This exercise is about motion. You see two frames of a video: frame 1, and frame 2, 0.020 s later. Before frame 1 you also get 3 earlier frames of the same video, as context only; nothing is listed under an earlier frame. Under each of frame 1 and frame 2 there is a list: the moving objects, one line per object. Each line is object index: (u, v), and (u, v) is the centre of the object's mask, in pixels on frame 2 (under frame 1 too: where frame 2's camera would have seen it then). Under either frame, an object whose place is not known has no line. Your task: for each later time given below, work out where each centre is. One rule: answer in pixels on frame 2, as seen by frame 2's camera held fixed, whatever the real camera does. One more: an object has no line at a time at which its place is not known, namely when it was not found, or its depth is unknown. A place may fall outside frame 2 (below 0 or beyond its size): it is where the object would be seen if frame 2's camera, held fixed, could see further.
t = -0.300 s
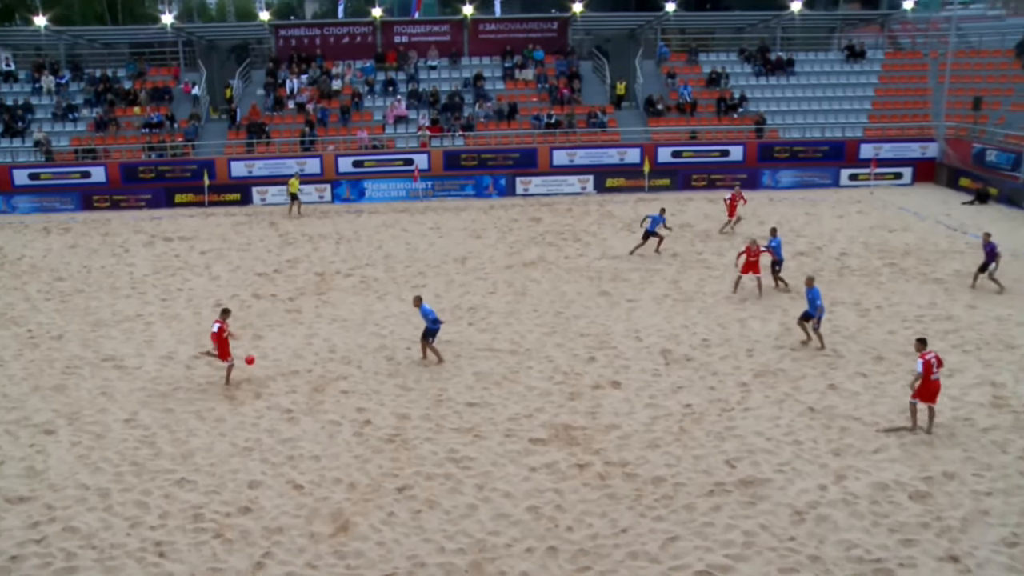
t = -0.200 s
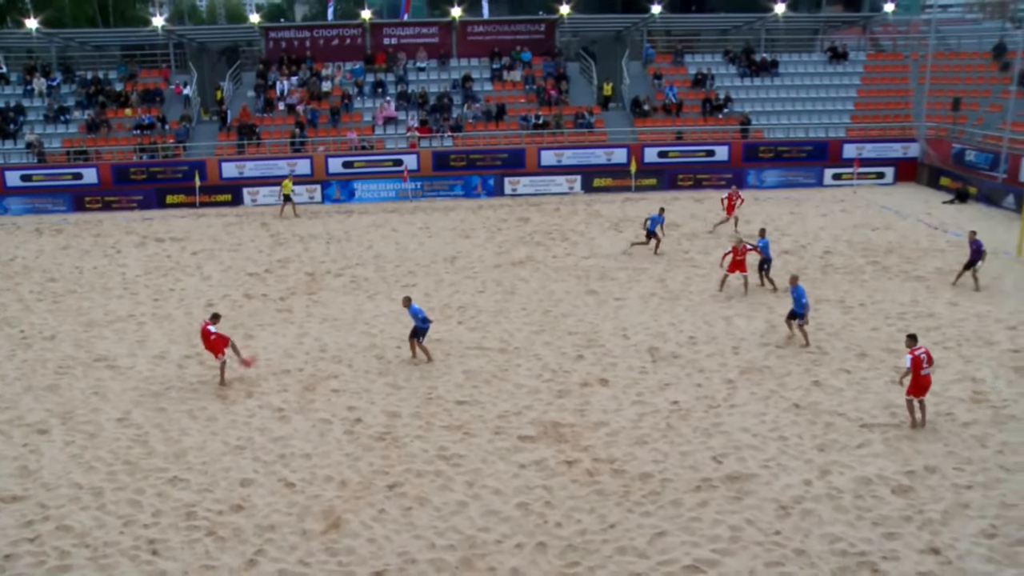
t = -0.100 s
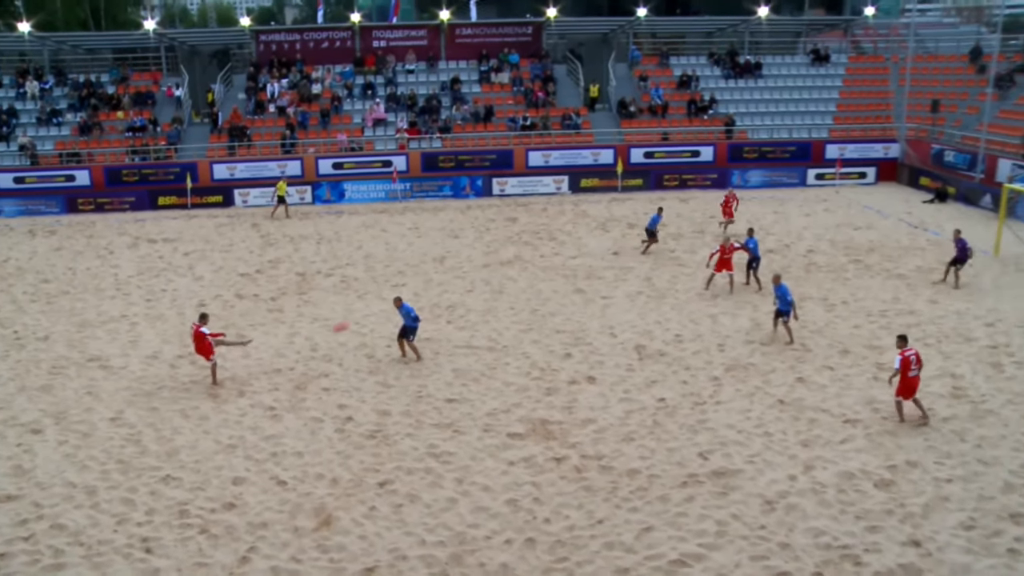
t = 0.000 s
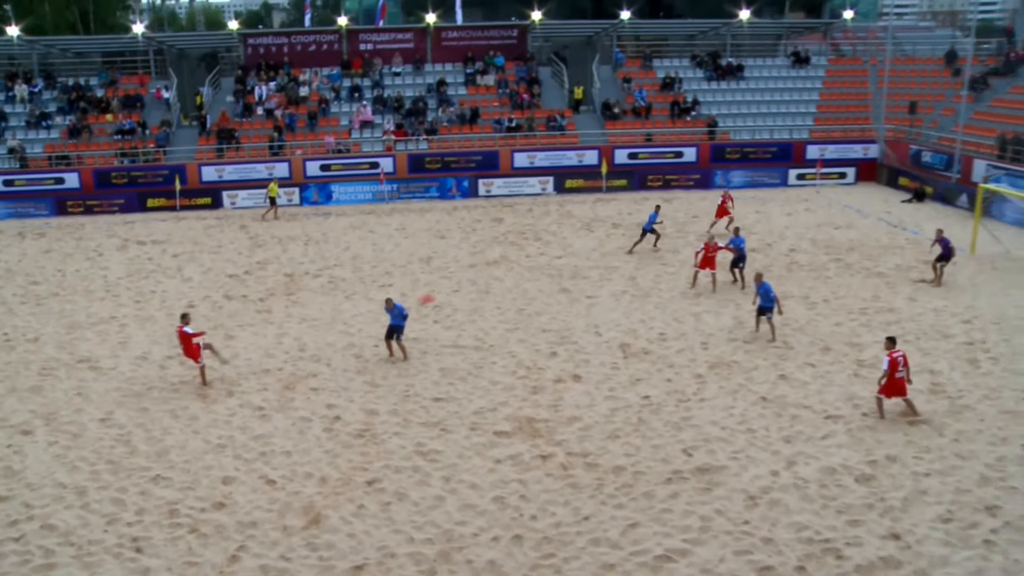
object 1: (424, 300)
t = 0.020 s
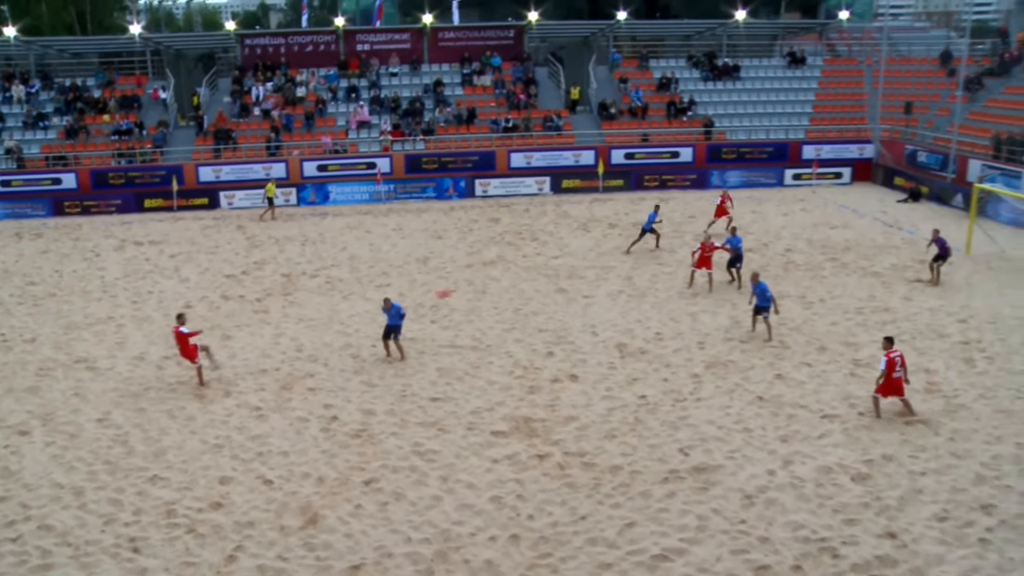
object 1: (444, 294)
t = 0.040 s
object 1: (461, 289)
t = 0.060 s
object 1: (481, 285)
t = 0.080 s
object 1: (500, 280)
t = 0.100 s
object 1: (518, 276)
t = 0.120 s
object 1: (537, 272)
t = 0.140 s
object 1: (556, 267)
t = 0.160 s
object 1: (573, 264)
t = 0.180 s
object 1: (591, 261)
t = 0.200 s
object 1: (609, 258)
